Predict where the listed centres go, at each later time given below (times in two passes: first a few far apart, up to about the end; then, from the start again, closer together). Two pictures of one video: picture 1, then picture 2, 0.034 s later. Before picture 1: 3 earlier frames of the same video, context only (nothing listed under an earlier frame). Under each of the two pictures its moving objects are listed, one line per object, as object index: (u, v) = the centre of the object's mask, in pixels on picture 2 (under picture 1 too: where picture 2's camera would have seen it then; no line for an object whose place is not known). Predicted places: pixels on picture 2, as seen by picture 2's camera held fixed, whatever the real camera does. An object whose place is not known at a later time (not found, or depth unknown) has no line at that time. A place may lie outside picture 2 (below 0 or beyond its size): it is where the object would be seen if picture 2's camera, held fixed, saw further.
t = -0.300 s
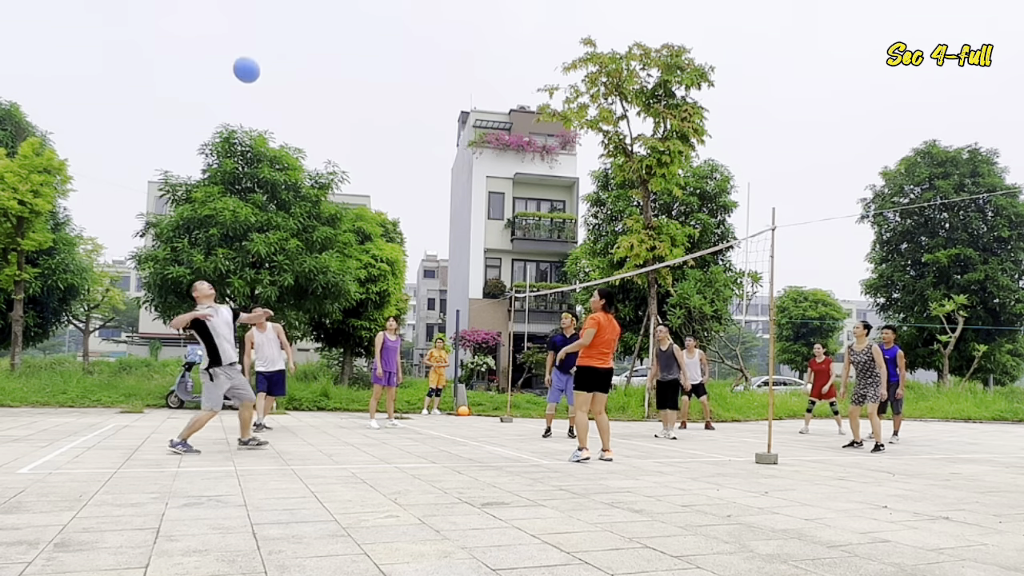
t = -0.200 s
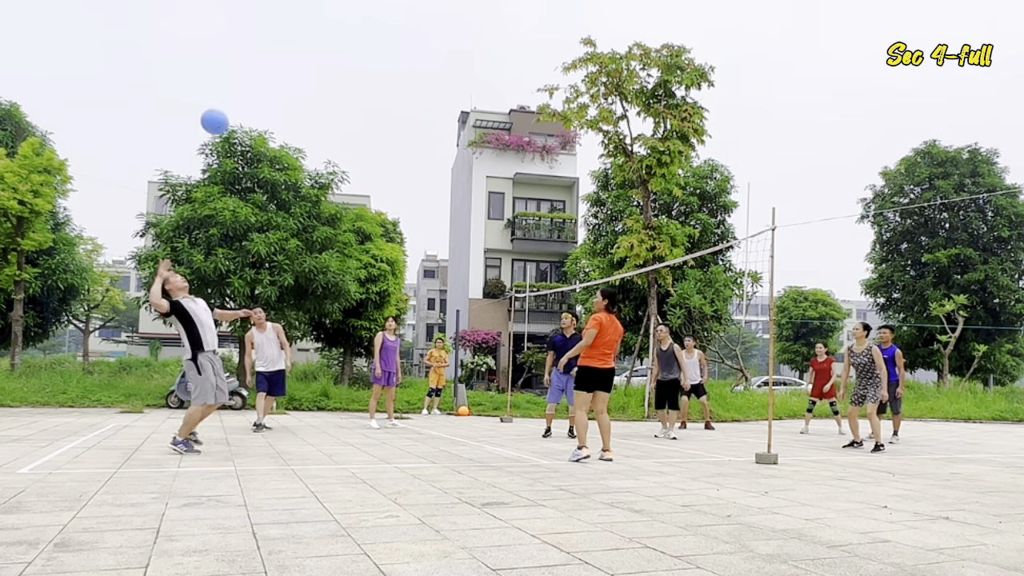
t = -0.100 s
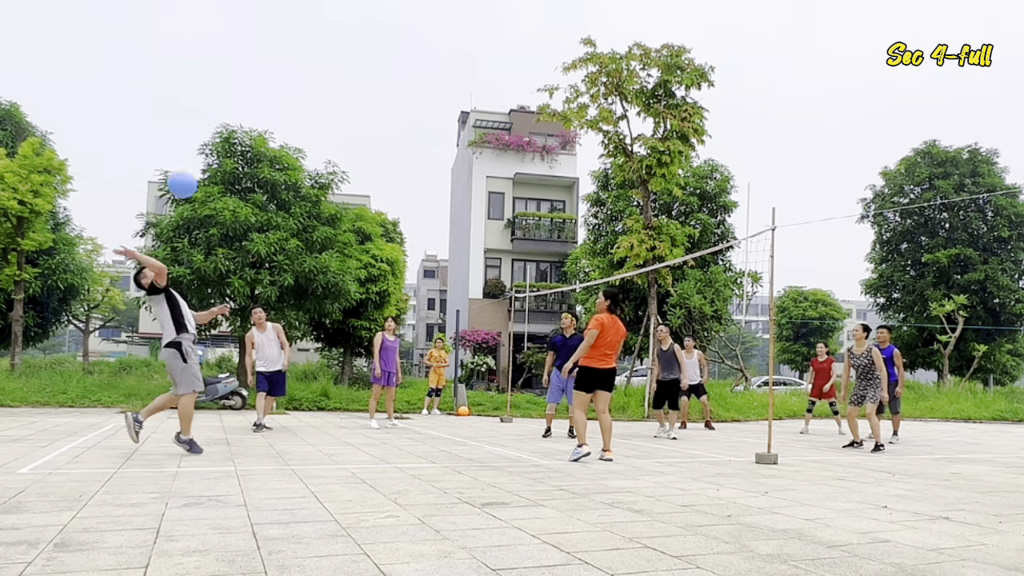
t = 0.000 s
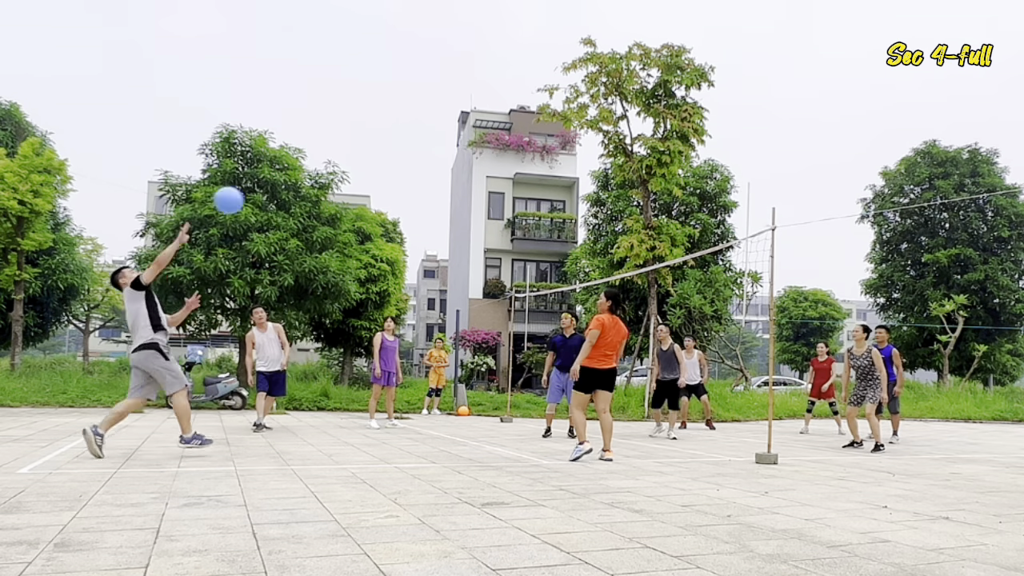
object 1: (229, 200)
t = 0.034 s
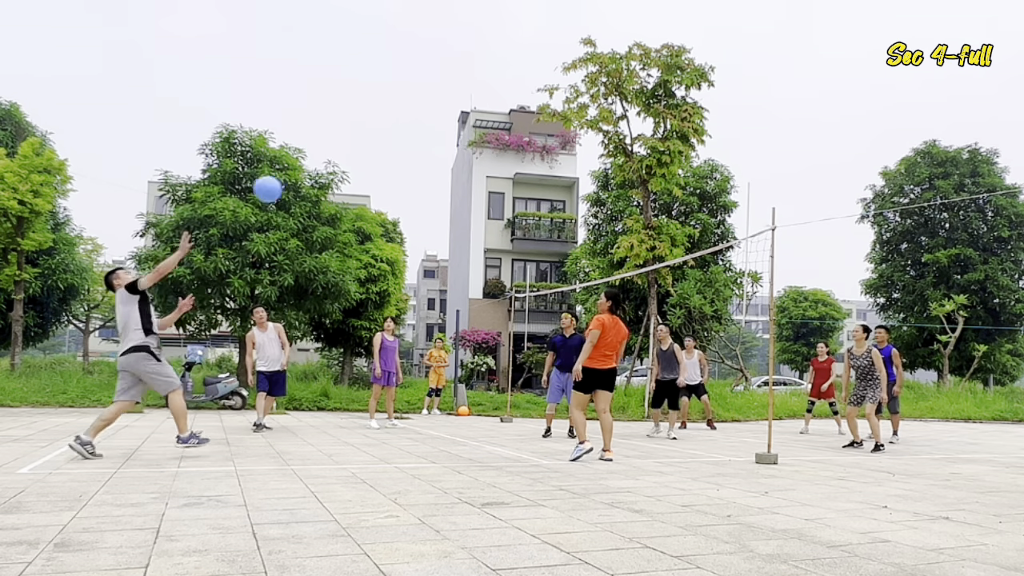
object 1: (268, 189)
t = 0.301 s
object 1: (500, 149)
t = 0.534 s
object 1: (634, 173)
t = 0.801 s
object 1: (743, 241)
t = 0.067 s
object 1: (304, 180)
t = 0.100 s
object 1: (337, 172)
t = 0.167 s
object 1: (399, 159)
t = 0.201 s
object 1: (426, 155)
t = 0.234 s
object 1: (452, 152)
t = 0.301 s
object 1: (500, 149)
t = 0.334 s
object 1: (522, 150)
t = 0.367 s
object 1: (543, 152)
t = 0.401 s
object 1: (563, 154)
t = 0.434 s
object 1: (582, 158)
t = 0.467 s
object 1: (600, 163)
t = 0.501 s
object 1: (617, 167)
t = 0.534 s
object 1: (634, 173)
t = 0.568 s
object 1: (650, 179)
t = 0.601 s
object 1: (665, 186)
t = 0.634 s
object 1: (679, 194)
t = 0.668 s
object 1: (693, 202)
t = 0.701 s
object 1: (706, 211)
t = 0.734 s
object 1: (719, 220)
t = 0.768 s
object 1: (731, 230)
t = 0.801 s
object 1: (743, 241)
